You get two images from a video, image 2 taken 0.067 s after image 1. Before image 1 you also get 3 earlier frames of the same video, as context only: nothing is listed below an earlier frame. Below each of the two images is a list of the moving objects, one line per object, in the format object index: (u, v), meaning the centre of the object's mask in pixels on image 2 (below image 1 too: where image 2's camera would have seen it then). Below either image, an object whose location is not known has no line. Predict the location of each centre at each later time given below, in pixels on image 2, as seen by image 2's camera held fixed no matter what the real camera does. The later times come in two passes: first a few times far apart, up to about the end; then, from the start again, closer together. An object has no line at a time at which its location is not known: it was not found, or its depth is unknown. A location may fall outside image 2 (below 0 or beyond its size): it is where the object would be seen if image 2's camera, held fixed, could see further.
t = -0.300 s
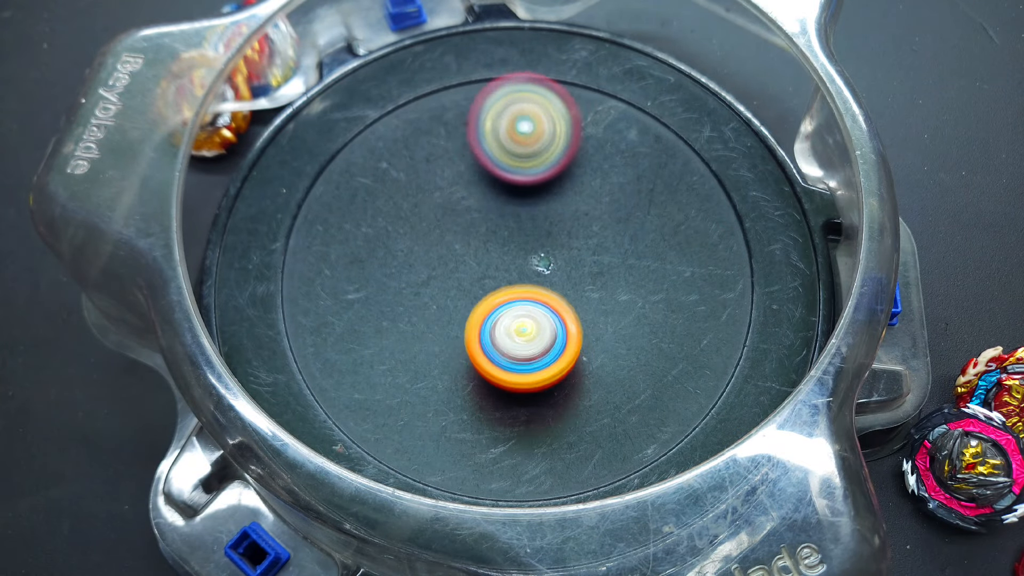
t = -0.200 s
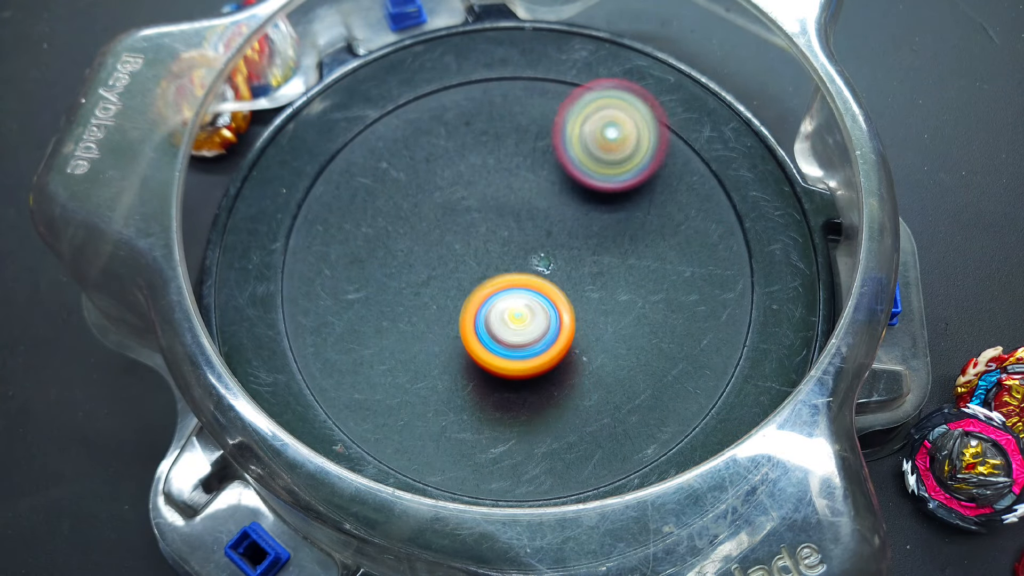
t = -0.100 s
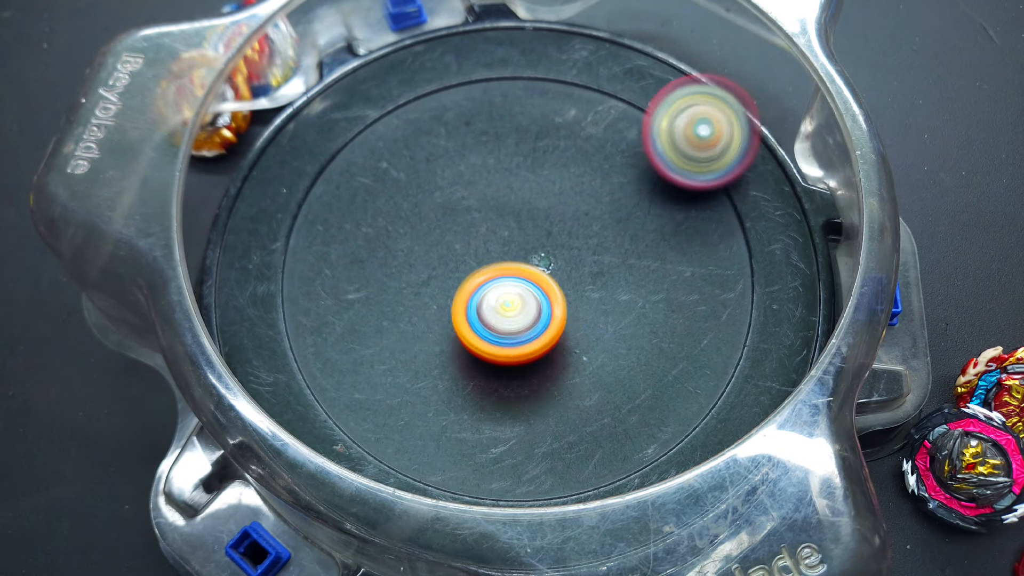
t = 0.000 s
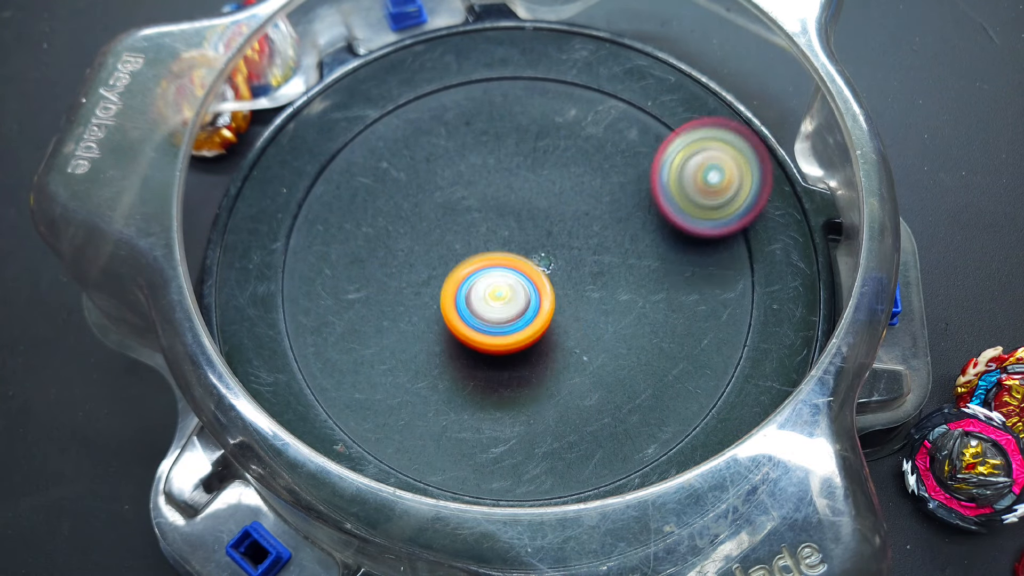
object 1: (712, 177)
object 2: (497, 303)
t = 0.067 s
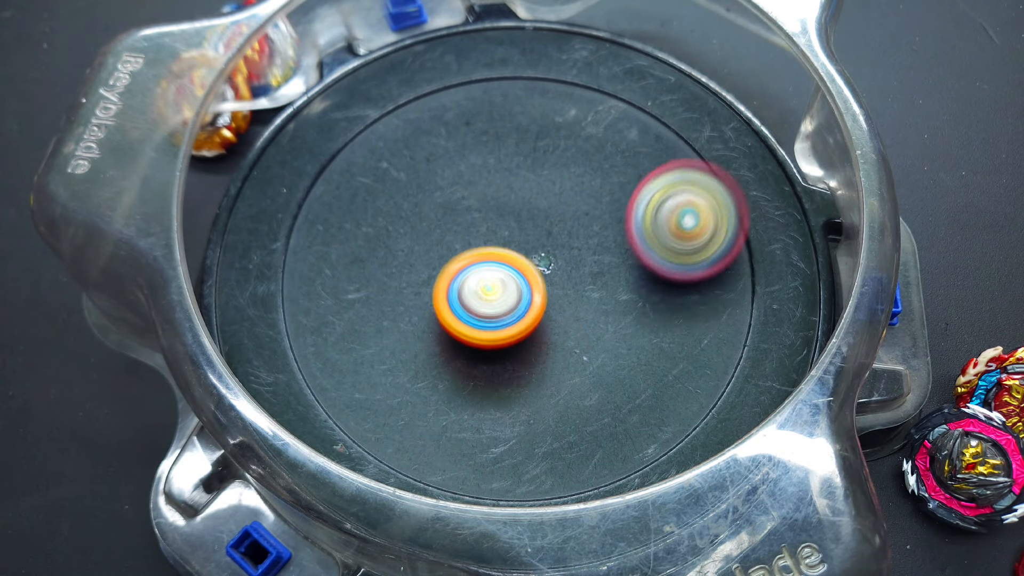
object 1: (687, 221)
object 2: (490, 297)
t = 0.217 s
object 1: (618, 301)
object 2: (471, 285)
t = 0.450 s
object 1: (512, 333)
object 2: (429, 254)
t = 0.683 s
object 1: (534, 266)
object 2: (403, 235)
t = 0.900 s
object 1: (621, 166)
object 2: (410, 236)
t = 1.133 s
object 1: (664, 113)
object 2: (424, 231)
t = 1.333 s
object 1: (649, 139)
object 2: (438, 223)
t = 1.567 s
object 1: (699, 158)
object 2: (457, 209)
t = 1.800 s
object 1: (676, 195)
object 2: (476, 202)
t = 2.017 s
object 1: (651, 247)
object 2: (490, 201)
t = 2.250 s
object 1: (640, 281)
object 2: (507, 207)
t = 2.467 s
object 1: (643, 286)
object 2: (524, 219)
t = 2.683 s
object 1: (673, 290)
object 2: (542, 234)
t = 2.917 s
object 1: (742, 314)
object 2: (559, 250)
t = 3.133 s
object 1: (698, 287)
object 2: (570, 264)
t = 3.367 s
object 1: (701, 345)
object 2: (561, 259)
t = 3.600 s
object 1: (703, 333)
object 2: (536, 265)
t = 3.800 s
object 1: (650, 340)
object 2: (525, 280)
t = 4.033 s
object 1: (624, 406)
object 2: (518, 294)
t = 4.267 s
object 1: (674, 404)
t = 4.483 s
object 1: (610, 302)
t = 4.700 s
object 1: (590, 314)
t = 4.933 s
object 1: (549, 301)
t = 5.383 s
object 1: (554, 408)
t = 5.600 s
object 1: (548, 254)
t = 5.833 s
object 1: (361, 212)
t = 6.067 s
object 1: (336, 386)
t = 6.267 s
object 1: (540, 409)
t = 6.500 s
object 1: (555, 188)
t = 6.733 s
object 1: (345, 123)
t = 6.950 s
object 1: (308, 312)
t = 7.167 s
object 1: (531, 345)
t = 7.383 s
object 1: (590, 157)
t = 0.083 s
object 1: (681, 231)
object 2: (487, 296)
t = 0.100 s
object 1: (674, 241)
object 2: (485, 295)
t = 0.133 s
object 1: (660, 261)
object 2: (481, 291)
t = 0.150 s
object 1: (652, 270)
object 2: (479, 290)
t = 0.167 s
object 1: (643, 279)
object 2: (477, 288)
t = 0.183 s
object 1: (636, 287)
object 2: (475, 287)
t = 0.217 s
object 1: (618, 301)
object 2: (471, 285)
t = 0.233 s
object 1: (608, 307)
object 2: (468, 284)
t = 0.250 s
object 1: (599, 312)
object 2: (466, 283)
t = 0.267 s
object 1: (588, 316)
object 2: (464, 282)
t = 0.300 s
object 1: (567, 322)
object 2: (459, 280)
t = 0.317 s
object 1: (558, 325)
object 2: (456, 277)
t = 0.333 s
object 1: (550, 328)
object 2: (451, 273)
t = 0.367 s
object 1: (537, 332)
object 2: (444, 268)
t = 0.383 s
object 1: (531, 332)
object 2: (440, 265)
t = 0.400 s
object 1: (525, 332)
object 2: (438, 264)
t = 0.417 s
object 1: (519, 331)
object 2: (435, 262)
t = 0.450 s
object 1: (512, 333)
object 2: (429, 254)
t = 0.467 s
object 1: (510, 333)
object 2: (426, 250)
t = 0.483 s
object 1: (508, 332)
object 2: (424, 247)
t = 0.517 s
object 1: (506, 327)
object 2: (419, 243)
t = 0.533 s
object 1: (505, 323)
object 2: (417, 241)
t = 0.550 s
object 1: (505, 319)
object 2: (415, 240)
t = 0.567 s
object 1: (506, 313)
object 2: (413, 239)
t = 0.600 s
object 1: (510, 301)
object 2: (410, 238)
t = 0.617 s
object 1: (514, 294)
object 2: (408, 237)
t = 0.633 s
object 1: (518, 287)
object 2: (406, 237)
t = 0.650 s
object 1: (522, 281)
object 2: (405, 237)
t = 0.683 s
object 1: (534, 266)
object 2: (403, 235)
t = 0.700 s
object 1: (540, 259)
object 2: (403, 235)
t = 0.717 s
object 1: (546, 251)
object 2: (403, 235)
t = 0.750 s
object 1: (558, 236)
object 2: (403, 235)
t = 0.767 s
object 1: (564, 228)
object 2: (404, 235)
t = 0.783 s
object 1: (571, 221)
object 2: (404, 235)
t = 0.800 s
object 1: (578, 213)
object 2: (405, 235)
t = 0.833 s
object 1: (593, 197)
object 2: (406, 236)
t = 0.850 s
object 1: (600, 190)
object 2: (407, 236)
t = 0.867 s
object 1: (608, 181)
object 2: (408, 236)
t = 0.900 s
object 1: (621, 166)
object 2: (410, 236)
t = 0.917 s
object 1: (628, 158)
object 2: (411, 236)
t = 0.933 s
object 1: (634, 151)
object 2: (412, 236)
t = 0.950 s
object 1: (641, 143)
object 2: (413, 236)
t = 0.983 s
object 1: (656, 128)
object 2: (415, 236)
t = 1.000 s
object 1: (663, 121)
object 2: (416, 235)
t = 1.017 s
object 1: (671, 112)
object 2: (417, 235)
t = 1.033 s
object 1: (675, 107)
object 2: (418, 235)
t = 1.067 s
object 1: (671, 108)
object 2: (420, 233)
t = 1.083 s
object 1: (670, 109)
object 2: (421, 233)
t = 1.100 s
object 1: (669, 109)
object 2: (422, 232)
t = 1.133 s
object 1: (664, 113)
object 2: (424, 231)
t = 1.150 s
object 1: (662, 116)
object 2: (426, 231)
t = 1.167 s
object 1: (659, 118)
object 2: (427, 230)
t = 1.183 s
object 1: (657, 120)
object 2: (428, 229)
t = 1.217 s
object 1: (653, 124)
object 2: (430, 228)
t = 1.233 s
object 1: (652, 126)
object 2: (431, 227)
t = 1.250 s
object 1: (650, 128)
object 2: (432, 226)
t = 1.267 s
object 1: (649, 131)
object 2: (434, 226)
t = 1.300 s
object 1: (648, 135)
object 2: (436, 224)
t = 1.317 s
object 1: (649, 137)
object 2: (437, 224)
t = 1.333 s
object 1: (649, 139)
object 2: (438, 223)
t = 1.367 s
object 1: (652, 142)
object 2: (440, 221)
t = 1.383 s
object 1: (654, 144)
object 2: (442, 220)
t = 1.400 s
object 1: (657, 146)
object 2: (443, 219)
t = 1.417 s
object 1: (660, 148)
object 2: (444, 217)
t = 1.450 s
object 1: (667, 151)
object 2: (447, 215)
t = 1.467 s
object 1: (671, 152)
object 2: (448, 214)
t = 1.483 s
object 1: (675, 154)
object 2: (450, 213)
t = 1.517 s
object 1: (684, 156)
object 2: (452, 211)
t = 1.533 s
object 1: (689, 157)
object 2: (454, 210)
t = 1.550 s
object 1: (694, 157)
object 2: (455, 209)
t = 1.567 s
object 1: (699, 158)
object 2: (457, 209)
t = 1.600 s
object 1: (708, 158)
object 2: (459, 207)
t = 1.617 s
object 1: (712, 158)
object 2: (461, 207)
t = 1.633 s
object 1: (717, 157)
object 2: (462, 206)
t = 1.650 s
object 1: (717, 159)
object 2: (463, 206)
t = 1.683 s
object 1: (708, 167)
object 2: (466, 205)
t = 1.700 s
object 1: (704, 171)
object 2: (468, 204)
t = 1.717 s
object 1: (698, 175)
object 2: (470, 203)
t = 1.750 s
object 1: (688, 183)
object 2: (472, 203)
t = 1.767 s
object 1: (684, 187)
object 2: (473, 202)
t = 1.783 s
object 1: (680, 191)
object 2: (474, 202)
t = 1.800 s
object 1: (676, 195)
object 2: (476, 202)
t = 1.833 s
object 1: (669, 204)
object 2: (478, 201)
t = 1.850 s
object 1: (666, 208)
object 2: (479, 201)
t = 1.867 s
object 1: (664, 212)
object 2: (480, 201)
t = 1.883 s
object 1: (662, 216)
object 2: (482, 201)
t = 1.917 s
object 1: (658, 224)
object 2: (484, 200)
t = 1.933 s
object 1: (656, 228)
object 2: (485, 200)
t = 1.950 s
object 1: (655, 232)
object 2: (486, 200)
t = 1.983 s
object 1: (653, 240)
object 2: (488, 201)
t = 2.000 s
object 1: (652, 243)
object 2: (489, 201)
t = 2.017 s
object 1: (651, 247)
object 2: (490, 201)
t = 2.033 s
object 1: (650, 251)
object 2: (491, 201)
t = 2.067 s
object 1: (649, 257)
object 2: (493, 201)
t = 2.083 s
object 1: (648, 260)
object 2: (494, 201)
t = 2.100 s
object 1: (647, 263)
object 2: (496, 202)
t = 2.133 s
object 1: (645, 269)
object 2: (498, 202)
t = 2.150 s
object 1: (645, 271)
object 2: (500, 203)
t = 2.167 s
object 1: (644, 273)
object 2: (501, 203)
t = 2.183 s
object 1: (643, 275)
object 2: (502, 204)
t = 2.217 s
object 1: (642, 279)
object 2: (505, 205)
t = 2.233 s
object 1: (641, 280)
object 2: (506, 206)
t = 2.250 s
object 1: (640, 281)
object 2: (507, 207)
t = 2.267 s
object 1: (639, 283)
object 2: (508, 208)
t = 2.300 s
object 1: (639, 284)
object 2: (511, 209)
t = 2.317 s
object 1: (638, 285)
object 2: (512, 210)
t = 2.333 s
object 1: (638, 285)
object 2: (513, 211)
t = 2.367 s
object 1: (639, 286)
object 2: (516, 212)
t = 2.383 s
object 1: (639, 286)
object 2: (517, 213)
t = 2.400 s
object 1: (640, 286)
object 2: (519, 214)
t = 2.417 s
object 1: (640, 286)
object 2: (520, 215)
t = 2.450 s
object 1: (642, 286)
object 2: (523, 218)
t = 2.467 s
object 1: (643, 286)
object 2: (524, 219)
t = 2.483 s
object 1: (644, 286)
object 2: (525, 220)
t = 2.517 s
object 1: (647, 285)
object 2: (528, 222)
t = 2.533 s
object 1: (649, 286)
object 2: (529, 224)
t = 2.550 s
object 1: (651, 286)
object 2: (531, 225)
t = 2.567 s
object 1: (653, 286)
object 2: (532, 226)
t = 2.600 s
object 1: (658, 286)
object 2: (535, 228)
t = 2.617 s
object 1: (661, 287)
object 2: (537, 230)
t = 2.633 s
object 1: (664, 287)
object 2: (538, 231)
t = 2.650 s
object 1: (666, 288)
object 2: (539, 232)
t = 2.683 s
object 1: (673, 290)
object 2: (542, 234)
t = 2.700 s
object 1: (676, 291)
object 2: (543, 235)
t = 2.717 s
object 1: (680, 292)
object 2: (544, 236)
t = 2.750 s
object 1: (688, 295)
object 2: (546, 239)
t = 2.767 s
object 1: (692, 297)
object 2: (548, 240)
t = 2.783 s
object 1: (697, 299)
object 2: (549, 241)
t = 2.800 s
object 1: (702, 302)
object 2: (550, 242)
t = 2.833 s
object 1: (713, 307)
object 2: (553, 245)
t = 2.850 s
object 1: (718, 309)
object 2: (554, 246)
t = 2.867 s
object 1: (724, 311)
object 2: (555, 247)
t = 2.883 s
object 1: (730, 313)
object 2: (557, 248)
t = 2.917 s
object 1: (742, 314)
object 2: (559, 250)
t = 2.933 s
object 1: (748, 314)
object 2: (560, 252)
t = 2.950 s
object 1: (745, 311)
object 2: (561, 253)
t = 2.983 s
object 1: (735, 306)
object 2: (563, 255)
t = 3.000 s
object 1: (731, 303)
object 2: (564, 256)
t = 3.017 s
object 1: (726, 299)
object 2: (565, 257)
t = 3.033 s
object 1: (721, 296)
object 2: (566, 258)
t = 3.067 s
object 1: (713, 291)
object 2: (568, 260)
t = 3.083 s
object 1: (708, 289)
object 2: (568, 261)
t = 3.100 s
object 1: (705, 287)
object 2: (569, 262)
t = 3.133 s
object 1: (698, 287)
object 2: (570, 264)
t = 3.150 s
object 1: (696, 288)
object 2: (570, 264)
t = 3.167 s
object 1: (693, 289)
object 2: (571, 265)
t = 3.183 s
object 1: (691, 291)
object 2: (571, 266)
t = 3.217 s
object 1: (690, 297)
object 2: (569, 265)
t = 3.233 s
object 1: (690, 302)
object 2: (569, 265)
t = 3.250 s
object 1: (690, 306)
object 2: (567, 264)
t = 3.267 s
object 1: (691, 311)
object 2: (566, 263)
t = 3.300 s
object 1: (693, 321)
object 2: (565, 262)
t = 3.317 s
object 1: (695, 327)
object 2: (564, 261)
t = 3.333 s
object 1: (696, 334)
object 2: (563, 260)
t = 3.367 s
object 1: (701, 345)
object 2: (561, 259)
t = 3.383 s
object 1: (704, 350)
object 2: (560, 259)
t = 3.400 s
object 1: (708, 354)
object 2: (559, 259)
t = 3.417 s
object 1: (711, 358)
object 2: (557, 259)
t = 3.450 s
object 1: (719, 363)
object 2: (554, 260)
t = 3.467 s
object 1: (723, 364)
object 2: (552, 260)
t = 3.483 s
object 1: (725, 364)
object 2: (550, 261)
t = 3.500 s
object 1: (723, 360)
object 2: (549, 261)
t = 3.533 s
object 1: (715, 351)
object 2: (545, 262)
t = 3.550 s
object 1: (713, 346)
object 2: (543, 263)
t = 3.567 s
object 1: (709, 341)
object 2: (541, 264)
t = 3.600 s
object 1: (703, 333)
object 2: (536, 265)
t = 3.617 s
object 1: (699, 330)
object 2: (534, 266)
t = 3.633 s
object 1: (696, 327)
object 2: (532, 267)
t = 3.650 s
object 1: (692, 325)
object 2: (530, 268)
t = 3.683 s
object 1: (683, 324)
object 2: (527, 269)
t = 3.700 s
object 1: (679, 324)
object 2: (526, 270)
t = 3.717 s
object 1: (674, 326)
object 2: (525, 270)
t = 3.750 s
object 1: (664, 330)
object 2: (525, 273)
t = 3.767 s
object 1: (659, 333)
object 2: (525, 275)
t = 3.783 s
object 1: (654, 336)
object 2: (525, 277)
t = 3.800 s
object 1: (650, 340)
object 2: (525, 280)
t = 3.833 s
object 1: (642, 348)
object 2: (526, 285)
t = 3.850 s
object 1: (638, 351)
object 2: (527, 286)
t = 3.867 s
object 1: (635, 355)
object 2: (527, 288)
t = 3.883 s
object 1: (632, 360)
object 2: (527, 290)
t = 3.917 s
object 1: (629, 369)
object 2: (526, 291)
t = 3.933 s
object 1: (627, 374)
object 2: (525, 292)
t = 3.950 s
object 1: (626, 378)
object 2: (524, 293)
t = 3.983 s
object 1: (625, 389)
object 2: (522, 293)
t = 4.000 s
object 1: (624, 394)
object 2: (521, 294)
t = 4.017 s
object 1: (624, 399)
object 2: (519, 294)
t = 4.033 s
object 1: (624, 406)
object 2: (518, 294)
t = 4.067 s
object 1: (625, 417)
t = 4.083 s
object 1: (626, 422)
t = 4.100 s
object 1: (628, 426)
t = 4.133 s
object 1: (634, 429)
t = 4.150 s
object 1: (638, 429)
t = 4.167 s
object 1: (642, 428)
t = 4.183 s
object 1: (648, 426)
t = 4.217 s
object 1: (659, 420)
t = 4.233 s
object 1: (665, 416)
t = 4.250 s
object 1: (670, 411)
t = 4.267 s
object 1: (674, 404)
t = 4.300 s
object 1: (677, 385)
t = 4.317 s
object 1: (676, 376)
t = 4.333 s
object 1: (672, 365)
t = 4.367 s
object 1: (661, 348)
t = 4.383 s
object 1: (651, 338)
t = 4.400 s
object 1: (642, 331)
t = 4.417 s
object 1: (631, 323)
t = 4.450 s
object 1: (619, 311)
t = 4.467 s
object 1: (616, 307)
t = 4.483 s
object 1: (610, 302)
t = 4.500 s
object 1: (604, 297)
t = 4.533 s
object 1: (583, 286)
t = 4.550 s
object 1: (571, 282)
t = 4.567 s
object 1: (558, 278)
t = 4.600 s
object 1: (558, 283)
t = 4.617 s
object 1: (568, 291)
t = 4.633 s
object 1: (576, 297)
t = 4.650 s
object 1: (583, 303)
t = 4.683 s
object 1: (589, 312)
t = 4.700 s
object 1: (590, 314)
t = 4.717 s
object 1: (591, 316)
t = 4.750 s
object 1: (590, 316)
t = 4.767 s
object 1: (589, 315)
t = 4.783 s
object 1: (589, 313)
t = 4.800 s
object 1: (589, 312)
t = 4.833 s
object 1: (585, 307)
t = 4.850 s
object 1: (581, 305)
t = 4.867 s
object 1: (577, 303)
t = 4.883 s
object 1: (571, 301)
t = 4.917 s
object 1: (556, 300)
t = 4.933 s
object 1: (549, 301)
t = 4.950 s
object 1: (543, 302)
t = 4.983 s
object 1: (531, 308)
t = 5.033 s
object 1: (506, 319)
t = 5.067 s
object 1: (494, 328)
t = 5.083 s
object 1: (488, 334)
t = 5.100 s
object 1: (484, 338)
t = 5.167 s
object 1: (475, 361)
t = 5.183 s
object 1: (475, 369)
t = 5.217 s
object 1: (478, 384)
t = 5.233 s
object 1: (482, 391)
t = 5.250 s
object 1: (486, 397)
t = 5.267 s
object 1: (492, 403)
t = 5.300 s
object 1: (508, 413)
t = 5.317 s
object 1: (516, 415)
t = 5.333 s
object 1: (526, 416)
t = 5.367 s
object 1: (545, 412)
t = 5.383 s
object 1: (554, 408)
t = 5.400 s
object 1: (562, 400)
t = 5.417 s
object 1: (568, 393)
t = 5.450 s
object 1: (578, 371)
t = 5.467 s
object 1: (581, 360)
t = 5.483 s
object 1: (582, 345)
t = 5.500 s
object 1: (582, 332)
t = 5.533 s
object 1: (577, 304)
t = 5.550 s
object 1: (572, 292)
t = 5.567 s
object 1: (565, 278)
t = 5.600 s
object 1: (548, 254)
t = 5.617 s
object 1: (538, 244)
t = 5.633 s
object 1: (526, 234)
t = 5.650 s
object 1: (514, 226)
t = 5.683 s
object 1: (487, 213)
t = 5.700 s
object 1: (474, 208)
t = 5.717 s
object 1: (459, 204)
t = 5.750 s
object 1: (431, 200)
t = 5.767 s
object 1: (416, 200)
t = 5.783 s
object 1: (401, 201)
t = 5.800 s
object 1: (388, 203)
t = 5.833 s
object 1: (361, 212)
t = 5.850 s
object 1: (349, 218)
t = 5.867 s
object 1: (336, 225)
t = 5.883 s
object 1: (324, 234)
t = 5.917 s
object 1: (304, 255)
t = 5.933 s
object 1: (295, 268)
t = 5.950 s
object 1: (287, 282)
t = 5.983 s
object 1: (284, 311)
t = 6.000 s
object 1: (294, 327)
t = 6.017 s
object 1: (304, 342)
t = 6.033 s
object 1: (315, 358)
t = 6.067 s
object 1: (336, 386)
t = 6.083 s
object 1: (349, 400)
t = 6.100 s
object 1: (364, 412)
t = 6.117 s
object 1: (378, 421)
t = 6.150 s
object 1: (414, 436)
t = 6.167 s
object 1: (433, 441)
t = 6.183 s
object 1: (453, 442)
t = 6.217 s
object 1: (491, 437)
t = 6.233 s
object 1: (510, 430)
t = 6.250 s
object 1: (526, 419)
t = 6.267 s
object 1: (540, 409)
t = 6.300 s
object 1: (565, 380)
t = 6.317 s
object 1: (574, 364)
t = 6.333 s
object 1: (582, 346)
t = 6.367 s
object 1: (591, 313)
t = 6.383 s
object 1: (592, 295)
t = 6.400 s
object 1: (592, 278)
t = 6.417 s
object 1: (590, 261)
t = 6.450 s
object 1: (581, 229)
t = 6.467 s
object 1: (573, 214)
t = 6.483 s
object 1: (565, 200)
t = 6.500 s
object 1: (555, 188)
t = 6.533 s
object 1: (531, 165)
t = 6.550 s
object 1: (520, 155)
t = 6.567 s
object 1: (505, 146)
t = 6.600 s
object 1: (475, 132)
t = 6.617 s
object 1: (458, 125)
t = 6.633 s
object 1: (443, 121)
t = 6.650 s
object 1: (426, 117)
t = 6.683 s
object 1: (392, 114)
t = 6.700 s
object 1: (377, 114)
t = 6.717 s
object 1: (361, 118)
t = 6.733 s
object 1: (345, 123)
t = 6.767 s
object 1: (329, 147)
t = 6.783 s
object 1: (322, 162)
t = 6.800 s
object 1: (316, 175)
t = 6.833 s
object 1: (303, 205)
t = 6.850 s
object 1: (299, 219)
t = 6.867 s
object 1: (295, 233)
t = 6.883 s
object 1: (294, 250)
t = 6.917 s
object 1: (296, 281)
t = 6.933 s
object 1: (301, 297)
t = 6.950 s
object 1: (308, 312)
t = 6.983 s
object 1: (331, 340)
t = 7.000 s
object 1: (347, 351)
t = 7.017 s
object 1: (362, 360)
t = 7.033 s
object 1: (381, 368)
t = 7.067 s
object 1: (419, 375)
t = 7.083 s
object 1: (440, 376)
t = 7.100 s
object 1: (460, 374)
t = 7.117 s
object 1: (478, 370)
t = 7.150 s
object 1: (516, 355)
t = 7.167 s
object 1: (531, 345)
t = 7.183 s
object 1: (547, 334)
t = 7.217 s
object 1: (572, 308)
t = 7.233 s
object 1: (583, 293)
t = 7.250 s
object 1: (592, 278)
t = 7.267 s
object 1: (598, 263)
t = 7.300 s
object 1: (605, 231)
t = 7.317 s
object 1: (606, 215)
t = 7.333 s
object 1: (605, 199)
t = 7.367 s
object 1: (597, 172)
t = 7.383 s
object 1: (590, 157)
